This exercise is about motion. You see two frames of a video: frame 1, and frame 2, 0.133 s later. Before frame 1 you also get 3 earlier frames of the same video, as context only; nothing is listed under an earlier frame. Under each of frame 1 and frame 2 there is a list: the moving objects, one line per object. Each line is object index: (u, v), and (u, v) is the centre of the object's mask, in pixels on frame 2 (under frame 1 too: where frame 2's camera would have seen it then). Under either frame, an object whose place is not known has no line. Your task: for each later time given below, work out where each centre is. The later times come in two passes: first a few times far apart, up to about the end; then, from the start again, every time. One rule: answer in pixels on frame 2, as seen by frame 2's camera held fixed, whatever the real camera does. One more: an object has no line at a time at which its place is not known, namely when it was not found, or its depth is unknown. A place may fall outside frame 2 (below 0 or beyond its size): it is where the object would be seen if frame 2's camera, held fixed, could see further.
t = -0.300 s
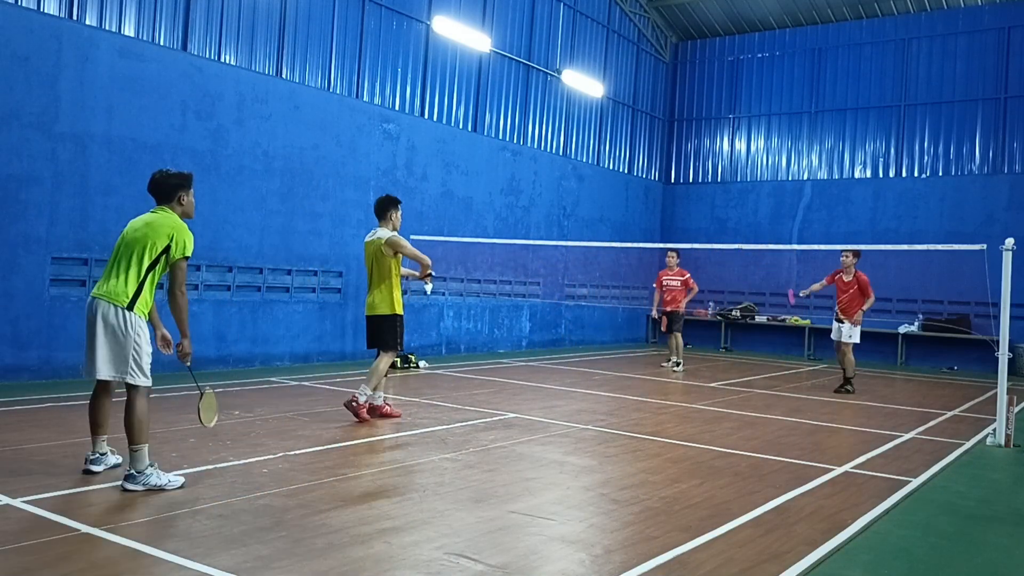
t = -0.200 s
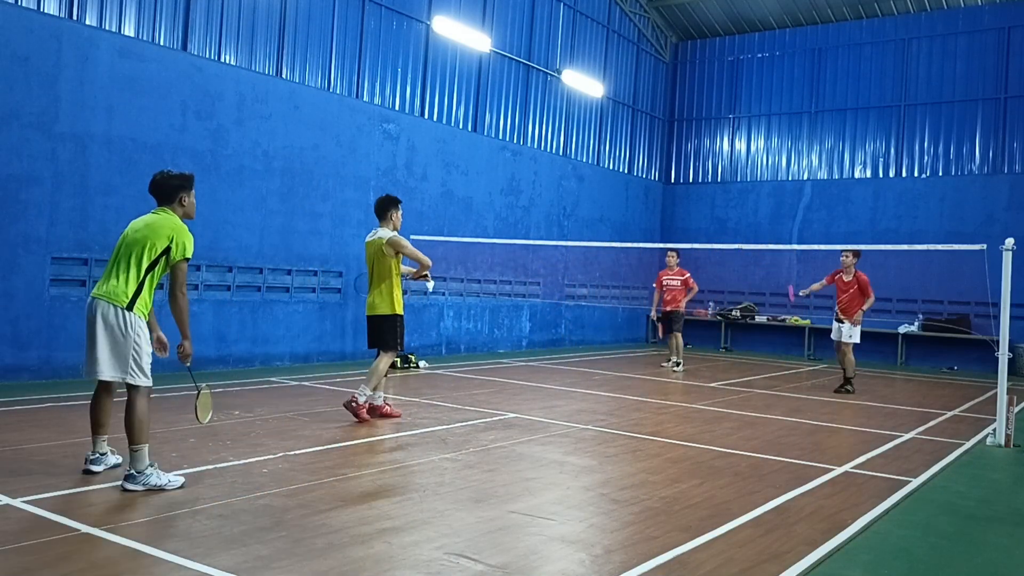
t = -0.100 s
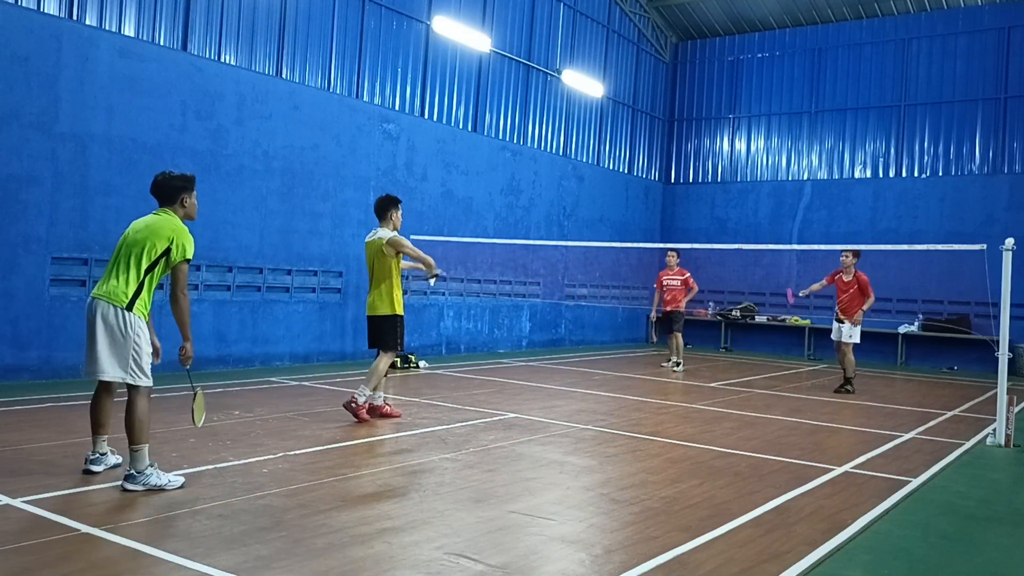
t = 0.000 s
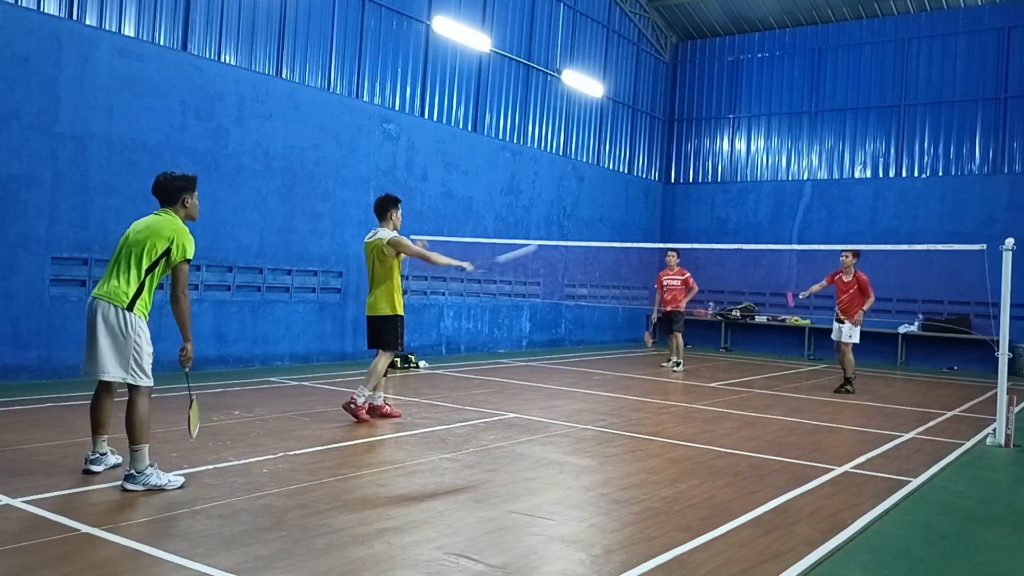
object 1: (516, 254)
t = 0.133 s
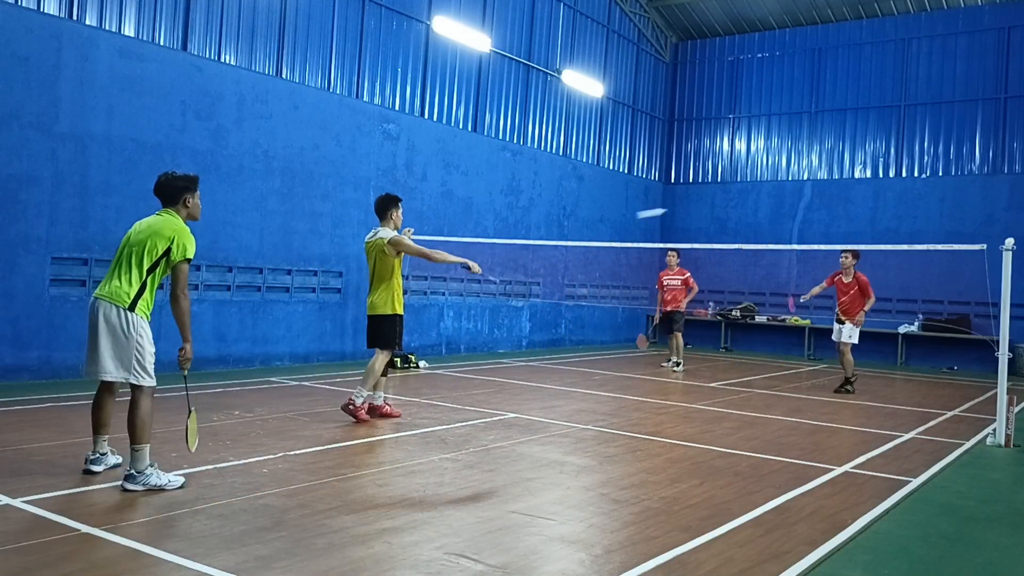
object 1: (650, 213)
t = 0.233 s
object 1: (720, 203)
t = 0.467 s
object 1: (834, 220)
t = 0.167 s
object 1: (676, 209)
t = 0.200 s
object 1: (699, 205)
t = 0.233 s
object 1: (720, 203)
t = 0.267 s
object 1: (740, 203)
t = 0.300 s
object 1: (758, 203)
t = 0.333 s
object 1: (775, 205)
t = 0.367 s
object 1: (791, 207)
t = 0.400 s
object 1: (806, 210)
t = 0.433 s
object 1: (820, 215)
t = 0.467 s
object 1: (834, 220)
